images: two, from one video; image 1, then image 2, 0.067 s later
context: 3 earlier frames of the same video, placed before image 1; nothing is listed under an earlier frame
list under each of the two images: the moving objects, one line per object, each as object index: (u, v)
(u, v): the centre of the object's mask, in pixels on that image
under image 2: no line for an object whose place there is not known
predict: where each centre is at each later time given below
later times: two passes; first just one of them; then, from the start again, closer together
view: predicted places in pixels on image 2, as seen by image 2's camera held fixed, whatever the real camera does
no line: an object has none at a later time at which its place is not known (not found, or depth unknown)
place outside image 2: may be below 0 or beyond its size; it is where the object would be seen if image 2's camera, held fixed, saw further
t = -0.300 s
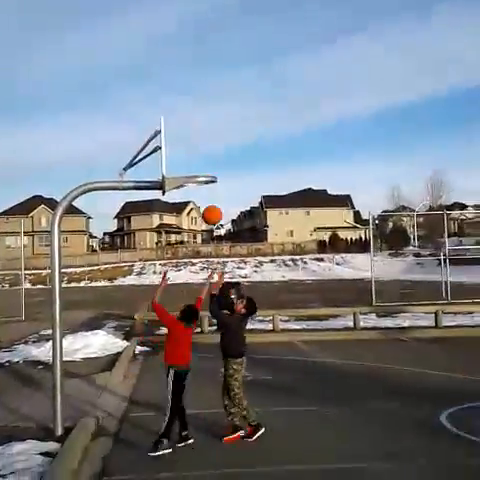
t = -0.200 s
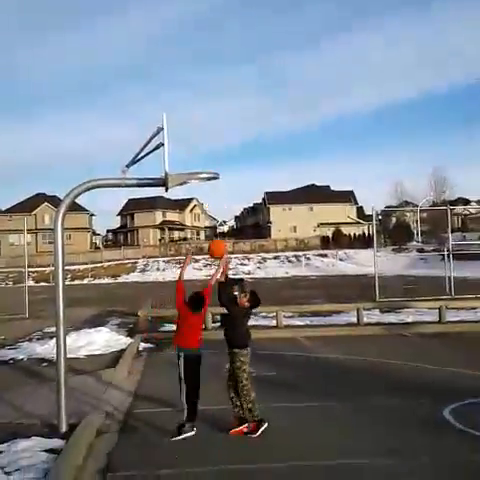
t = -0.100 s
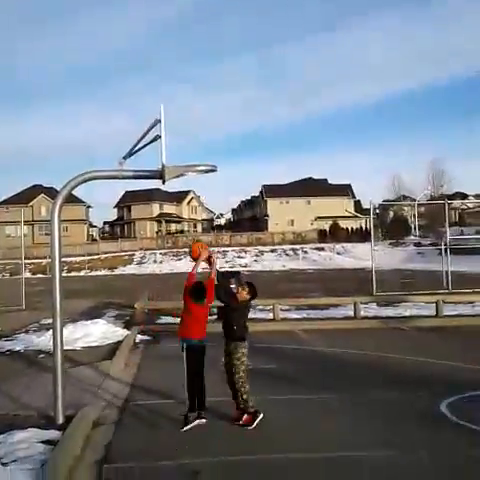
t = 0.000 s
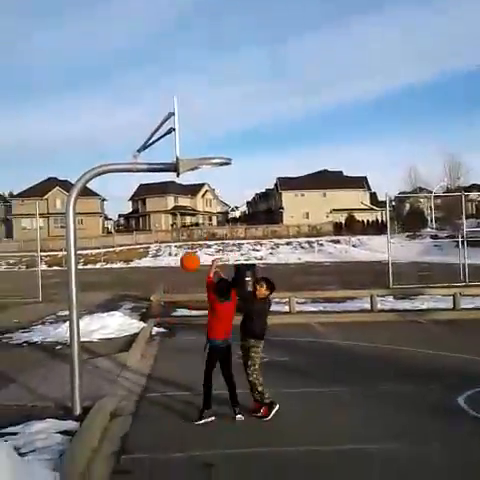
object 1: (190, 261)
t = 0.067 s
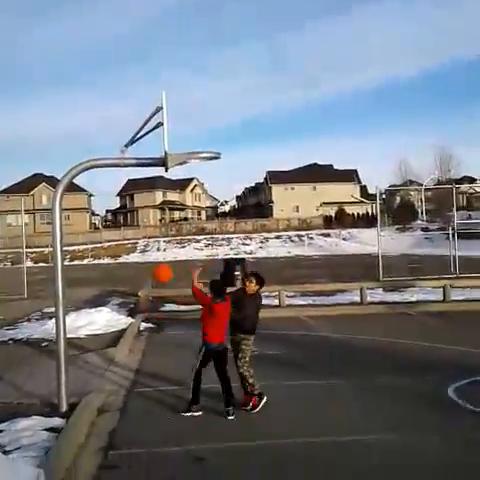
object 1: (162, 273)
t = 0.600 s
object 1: (90, 310)
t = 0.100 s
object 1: (153, 282)
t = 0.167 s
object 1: (137, 306)
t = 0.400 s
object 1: (86, 394)
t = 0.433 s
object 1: (88, 378)
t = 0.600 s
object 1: (90, 310)
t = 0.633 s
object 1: (89, 300)
